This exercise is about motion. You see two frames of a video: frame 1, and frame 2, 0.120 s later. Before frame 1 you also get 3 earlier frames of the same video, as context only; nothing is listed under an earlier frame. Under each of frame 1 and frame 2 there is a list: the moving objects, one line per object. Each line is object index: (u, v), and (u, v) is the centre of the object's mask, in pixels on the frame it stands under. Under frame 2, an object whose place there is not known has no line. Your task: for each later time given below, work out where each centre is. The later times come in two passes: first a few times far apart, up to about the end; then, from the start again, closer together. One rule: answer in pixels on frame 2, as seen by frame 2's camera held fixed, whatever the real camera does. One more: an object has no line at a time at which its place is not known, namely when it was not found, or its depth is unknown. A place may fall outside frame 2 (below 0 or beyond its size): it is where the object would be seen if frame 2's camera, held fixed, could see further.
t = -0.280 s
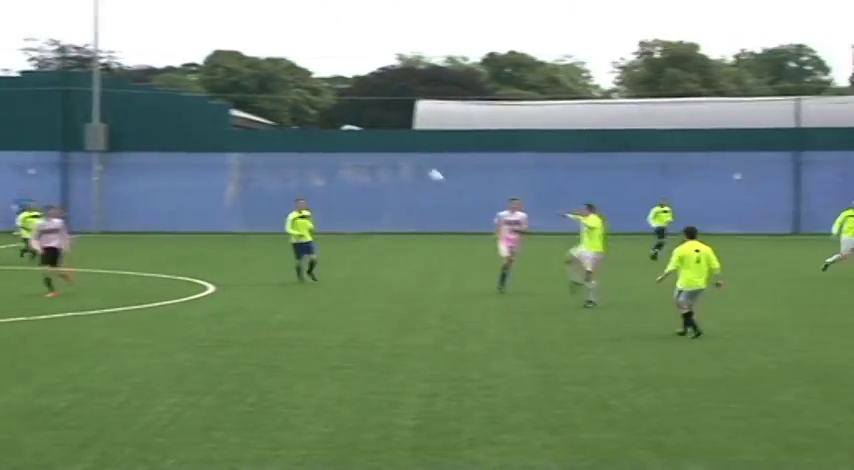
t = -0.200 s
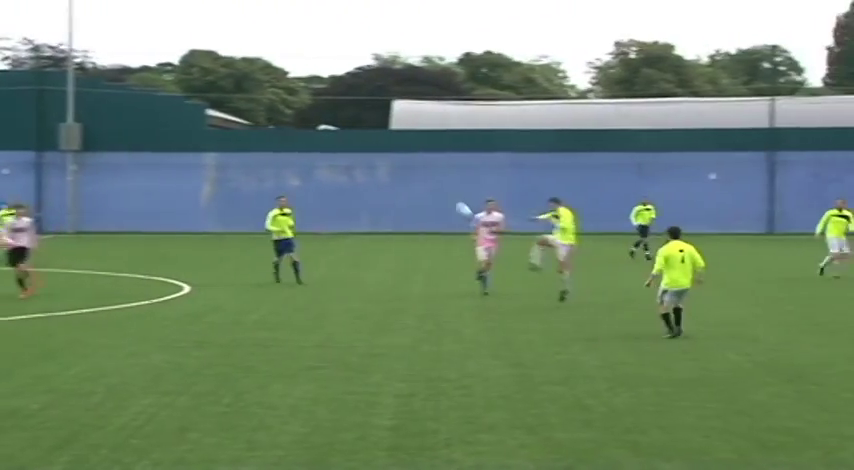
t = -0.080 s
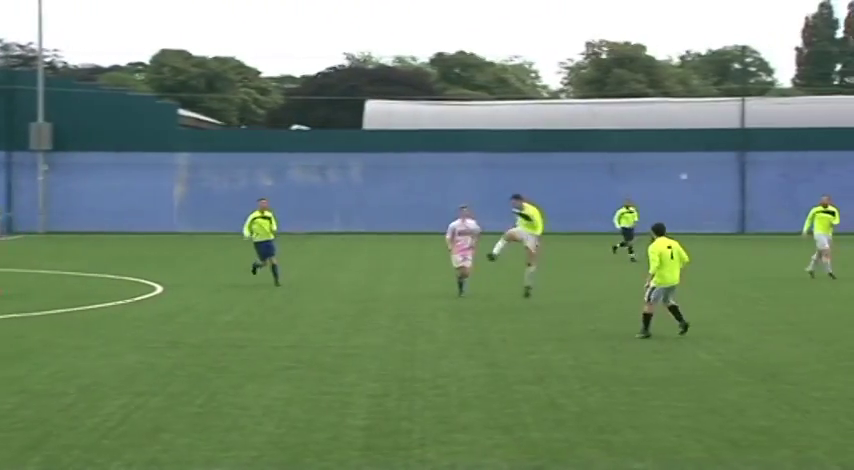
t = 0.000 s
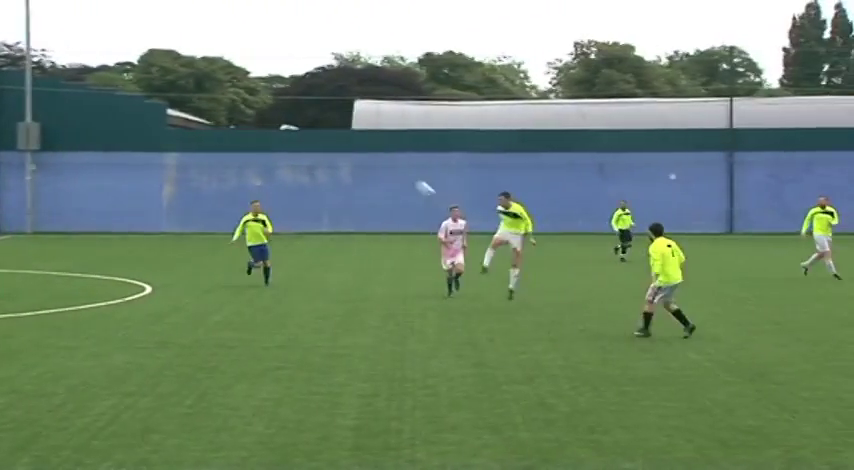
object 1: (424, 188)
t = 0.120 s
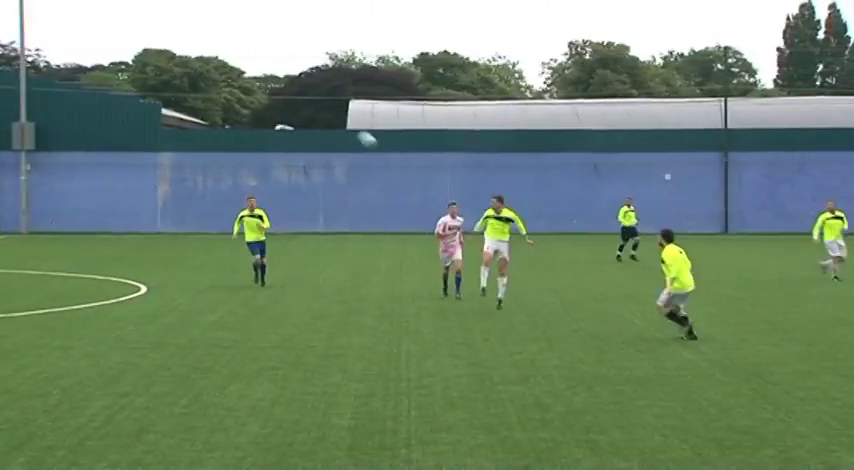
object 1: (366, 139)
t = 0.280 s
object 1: (294, 84)
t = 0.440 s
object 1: (217, 45)
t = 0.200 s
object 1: (331, 110)
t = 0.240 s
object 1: (313, 97)
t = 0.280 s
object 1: (294, 84)
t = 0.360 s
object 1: (256, 64)
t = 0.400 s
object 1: (237, 54)
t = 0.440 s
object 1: (217, 45)
